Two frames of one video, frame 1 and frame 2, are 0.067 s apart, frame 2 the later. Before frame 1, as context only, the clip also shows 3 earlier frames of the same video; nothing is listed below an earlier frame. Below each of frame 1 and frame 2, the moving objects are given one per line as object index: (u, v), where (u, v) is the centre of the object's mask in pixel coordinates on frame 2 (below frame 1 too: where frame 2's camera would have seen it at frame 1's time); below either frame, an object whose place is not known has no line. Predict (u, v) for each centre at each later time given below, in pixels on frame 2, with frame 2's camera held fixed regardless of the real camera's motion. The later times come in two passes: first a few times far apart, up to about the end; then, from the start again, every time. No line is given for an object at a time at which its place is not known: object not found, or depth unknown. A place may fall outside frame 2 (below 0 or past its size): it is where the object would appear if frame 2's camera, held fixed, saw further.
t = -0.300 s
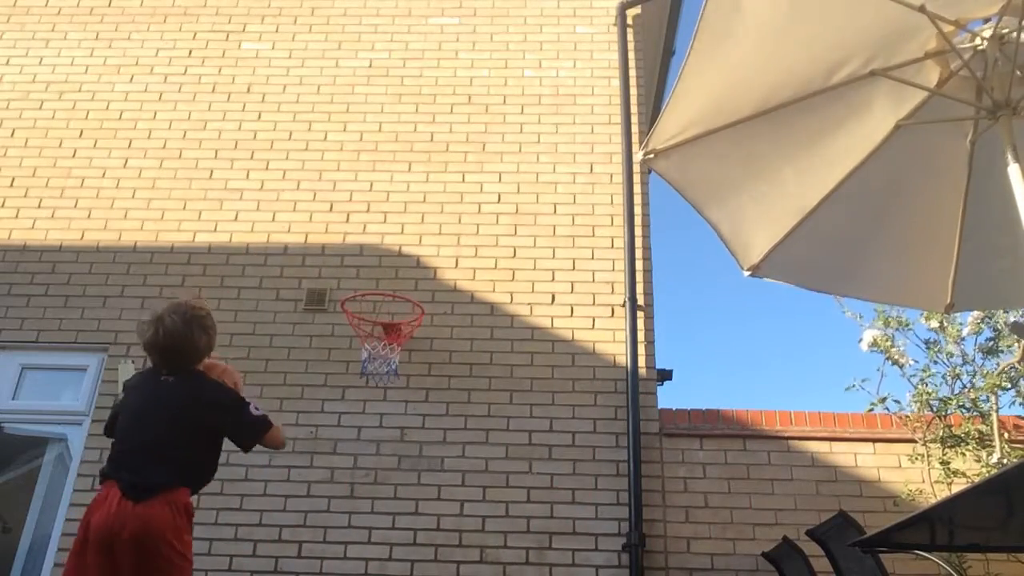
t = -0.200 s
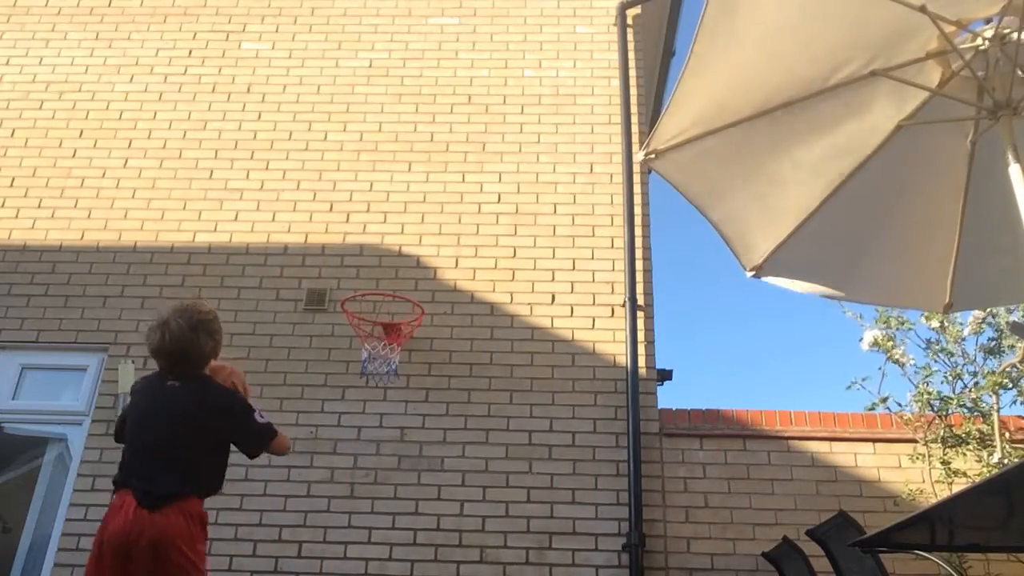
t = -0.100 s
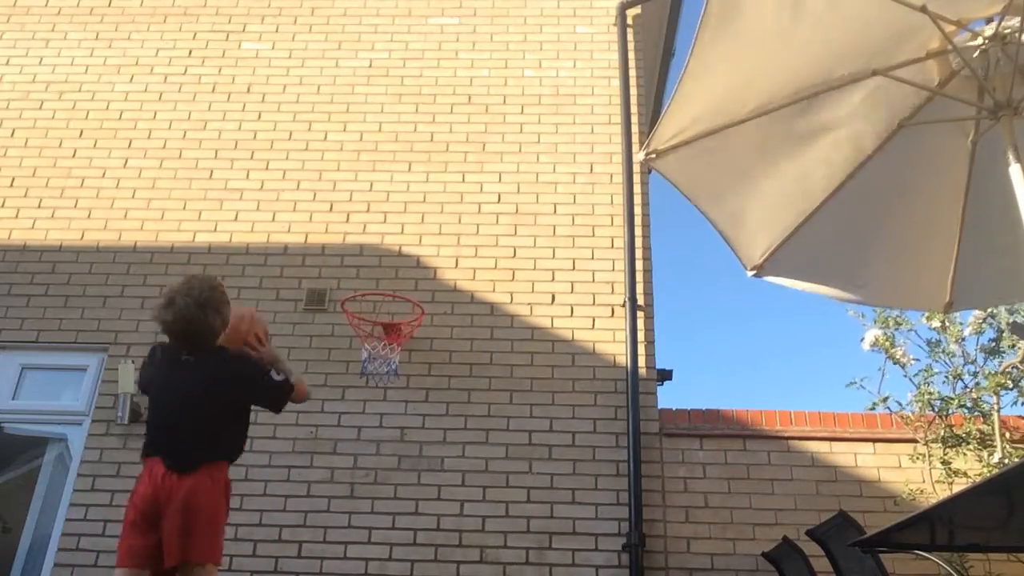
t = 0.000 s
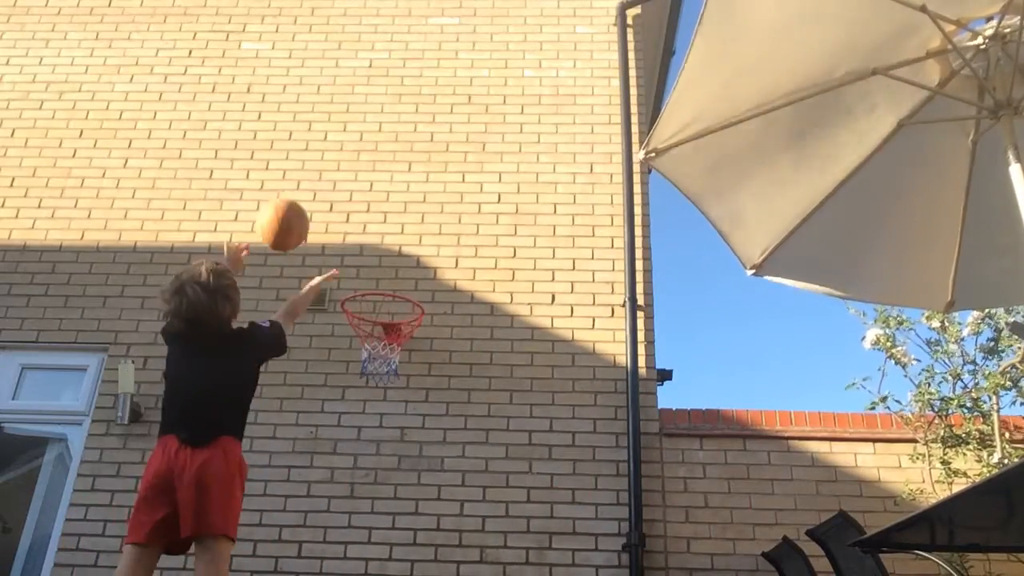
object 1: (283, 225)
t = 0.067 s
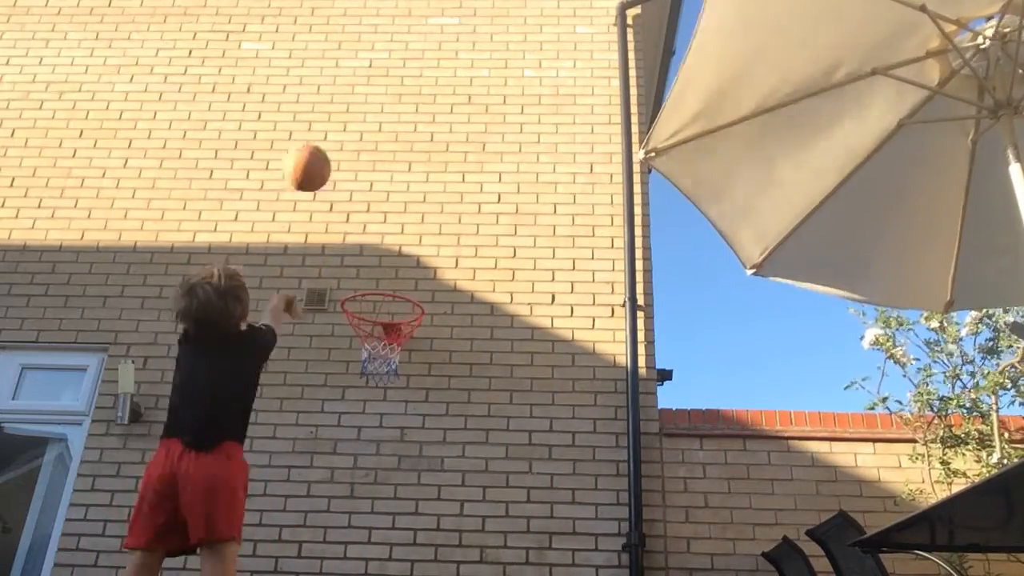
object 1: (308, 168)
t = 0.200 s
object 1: (341, 104)
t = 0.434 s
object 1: (375, 88)
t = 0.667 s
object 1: (391, 153)
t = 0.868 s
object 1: (394, 263)
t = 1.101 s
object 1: (389, 429)
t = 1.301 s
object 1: (365, 570)
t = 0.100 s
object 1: (318, 146)
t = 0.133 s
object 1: (327, 129)
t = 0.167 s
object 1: (334, 116)
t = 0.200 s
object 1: (341, 104)
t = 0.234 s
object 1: (349, 96)
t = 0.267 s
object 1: (354, 90)
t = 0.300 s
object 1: (359, 85)
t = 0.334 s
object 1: (363, 83)
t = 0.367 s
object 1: (367, 83)
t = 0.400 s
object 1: (370, 84)
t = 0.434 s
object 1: (375, 88)
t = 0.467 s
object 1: (376, 93)
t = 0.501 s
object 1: (379, 99)
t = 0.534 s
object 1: (382, 107)
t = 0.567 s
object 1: (386, 117)
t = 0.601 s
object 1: (387, 128)
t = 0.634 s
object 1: (388, 139)
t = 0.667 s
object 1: (391, 153)
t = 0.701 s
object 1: (391, 168)
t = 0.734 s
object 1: (394, 184)
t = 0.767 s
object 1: (395, 202)
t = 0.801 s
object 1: (396, 221)
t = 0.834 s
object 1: (394, 242)
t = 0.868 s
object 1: (394, 263)
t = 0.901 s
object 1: (395, 288)
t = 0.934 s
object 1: (394, 316)
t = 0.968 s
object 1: (396, 334)
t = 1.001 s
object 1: (392, 362)
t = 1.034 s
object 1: (393, 382)
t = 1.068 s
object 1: (391, 409)
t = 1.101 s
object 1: (389, 429)
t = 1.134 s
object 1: (386, 446)
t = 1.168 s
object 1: (381, 466)
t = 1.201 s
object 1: (377, 490)
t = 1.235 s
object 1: (373, 518)
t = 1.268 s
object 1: (368, 549)
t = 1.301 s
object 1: (365, 570)
